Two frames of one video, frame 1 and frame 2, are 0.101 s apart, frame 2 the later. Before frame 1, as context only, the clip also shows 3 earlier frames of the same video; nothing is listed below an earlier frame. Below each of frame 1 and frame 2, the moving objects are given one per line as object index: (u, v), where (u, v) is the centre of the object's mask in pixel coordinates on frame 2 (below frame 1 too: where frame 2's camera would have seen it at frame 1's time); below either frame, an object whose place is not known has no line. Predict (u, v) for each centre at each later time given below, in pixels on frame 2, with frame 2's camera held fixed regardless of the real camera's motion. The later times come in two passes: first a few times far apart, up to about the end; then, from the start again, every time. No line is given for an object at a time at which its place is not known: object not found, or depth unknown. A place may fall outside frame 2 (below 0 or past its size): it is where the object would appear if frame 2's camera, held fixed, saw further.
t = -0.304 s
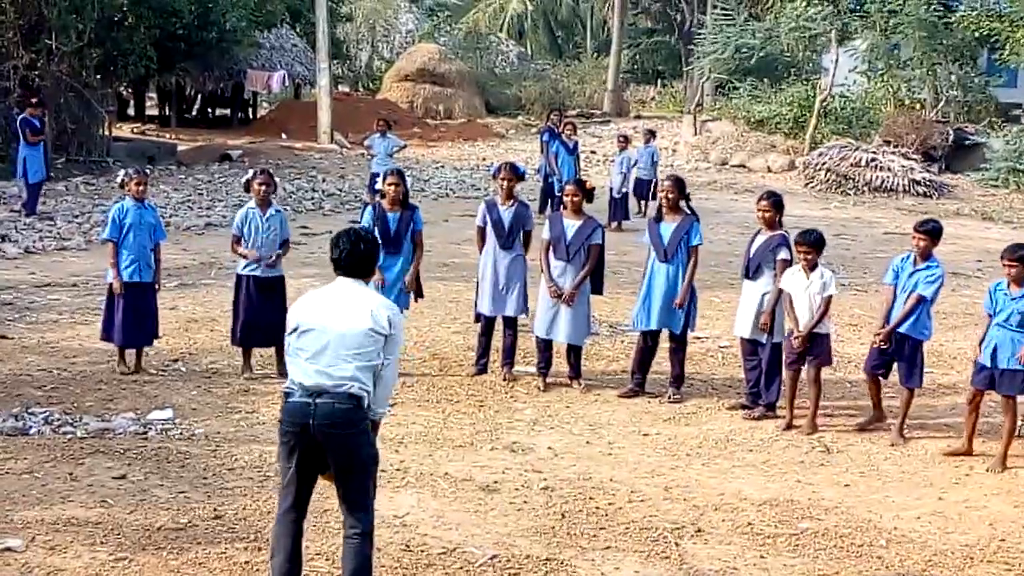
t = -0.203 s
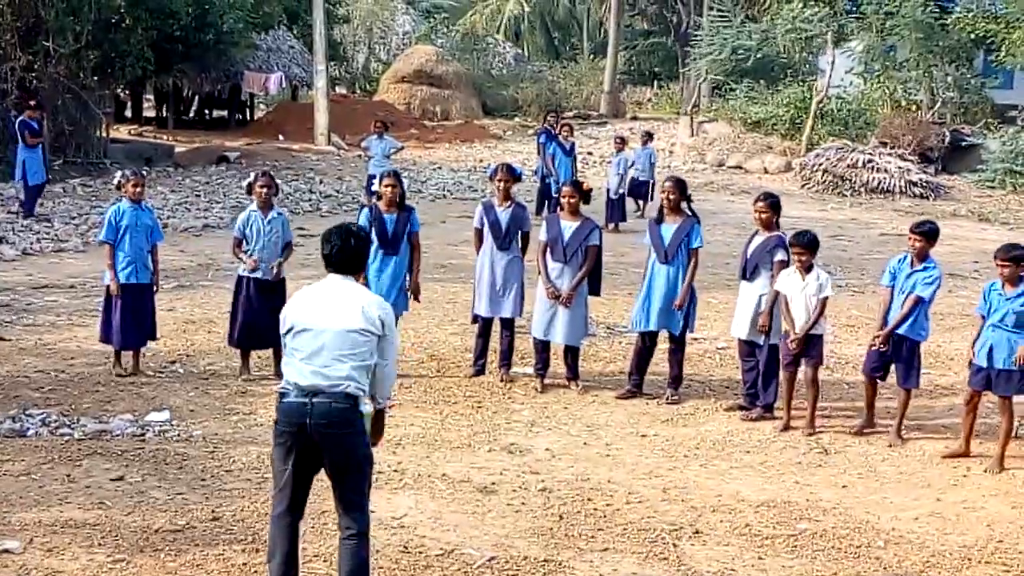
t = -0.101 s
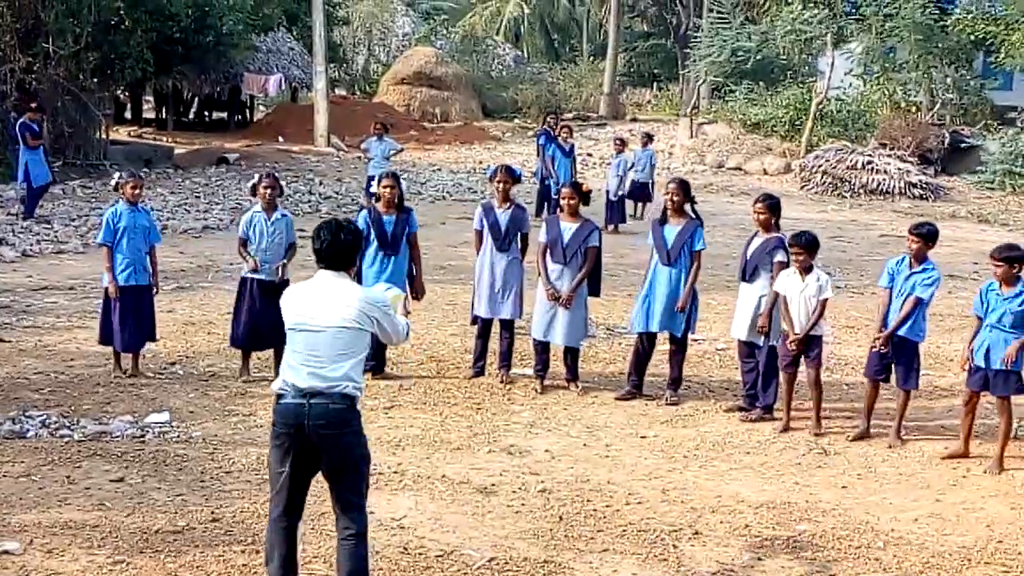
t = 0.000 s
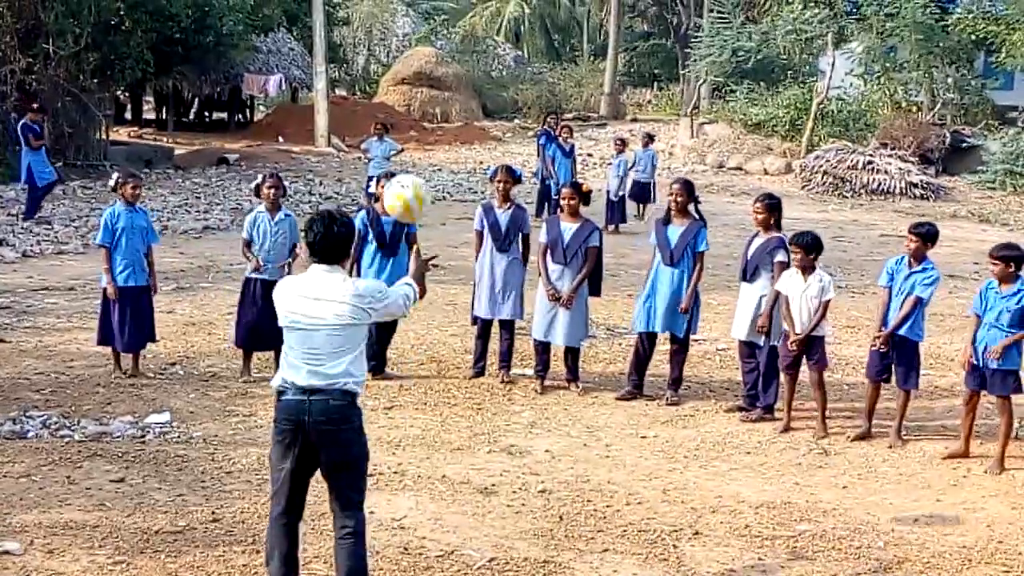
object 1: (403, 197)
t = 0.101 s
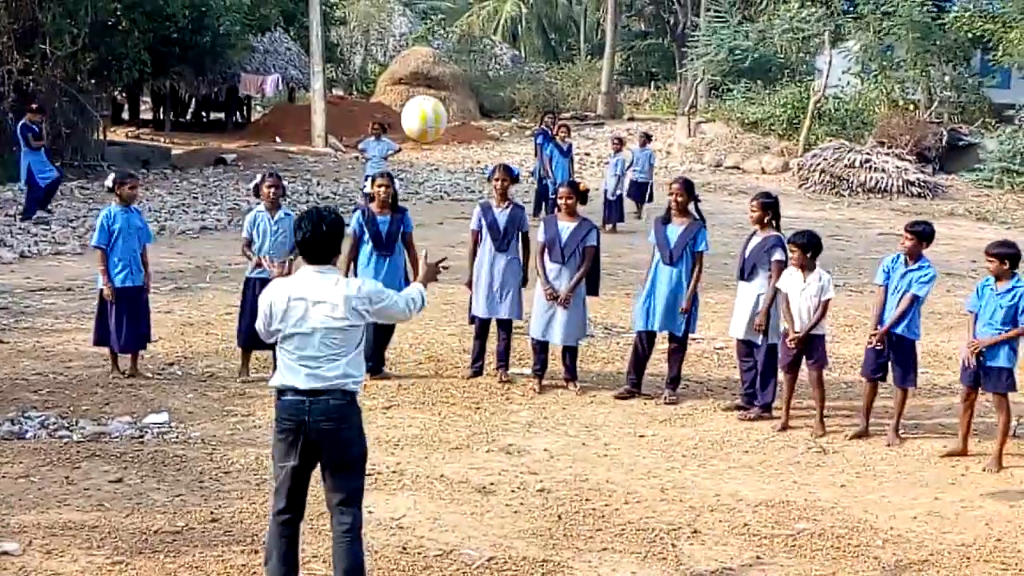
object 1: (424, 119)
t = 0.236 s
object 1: (447, 55)
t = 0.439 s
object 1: (473, 38)
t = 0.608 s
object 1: (489, 81)
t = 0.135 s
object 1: (430, 99)
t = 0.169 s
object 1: (435, 81)
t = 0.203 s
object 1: (441, 67)
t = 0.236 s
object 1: (447, 55)
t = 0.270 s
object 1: (452, 47)
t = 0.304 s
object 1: (457, 40)
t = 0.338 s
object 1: (462, 37)
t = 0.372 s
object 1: (466, 35)
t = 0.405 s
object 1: (470, 36)
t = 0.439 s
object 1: (473, 38)
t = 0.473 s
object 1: (477, 43)
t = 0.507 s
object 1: (481, 50)
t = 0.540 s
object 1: (484, 58)
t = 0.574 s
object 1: (486, 68)
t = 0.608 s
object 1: (489, 81)
